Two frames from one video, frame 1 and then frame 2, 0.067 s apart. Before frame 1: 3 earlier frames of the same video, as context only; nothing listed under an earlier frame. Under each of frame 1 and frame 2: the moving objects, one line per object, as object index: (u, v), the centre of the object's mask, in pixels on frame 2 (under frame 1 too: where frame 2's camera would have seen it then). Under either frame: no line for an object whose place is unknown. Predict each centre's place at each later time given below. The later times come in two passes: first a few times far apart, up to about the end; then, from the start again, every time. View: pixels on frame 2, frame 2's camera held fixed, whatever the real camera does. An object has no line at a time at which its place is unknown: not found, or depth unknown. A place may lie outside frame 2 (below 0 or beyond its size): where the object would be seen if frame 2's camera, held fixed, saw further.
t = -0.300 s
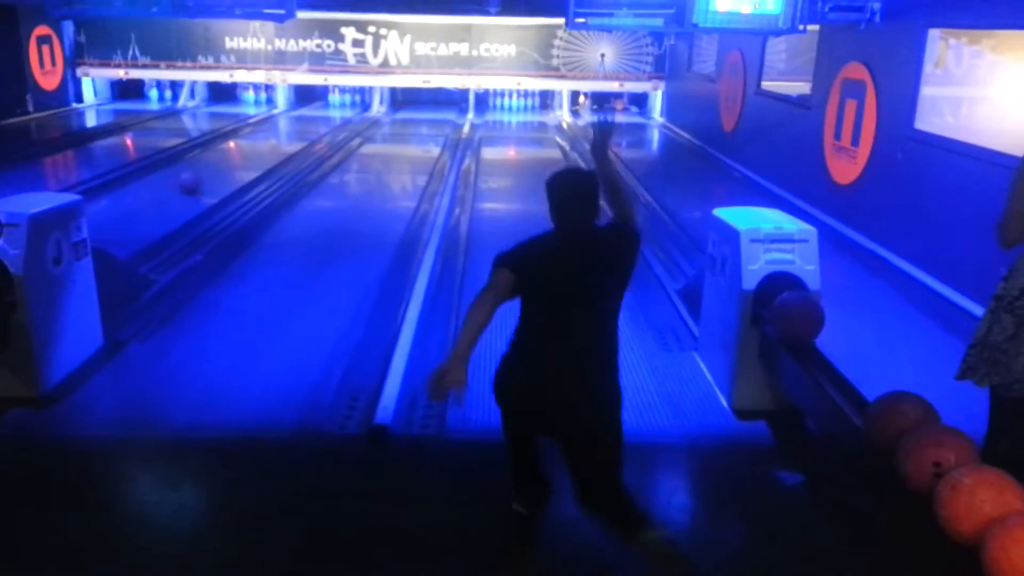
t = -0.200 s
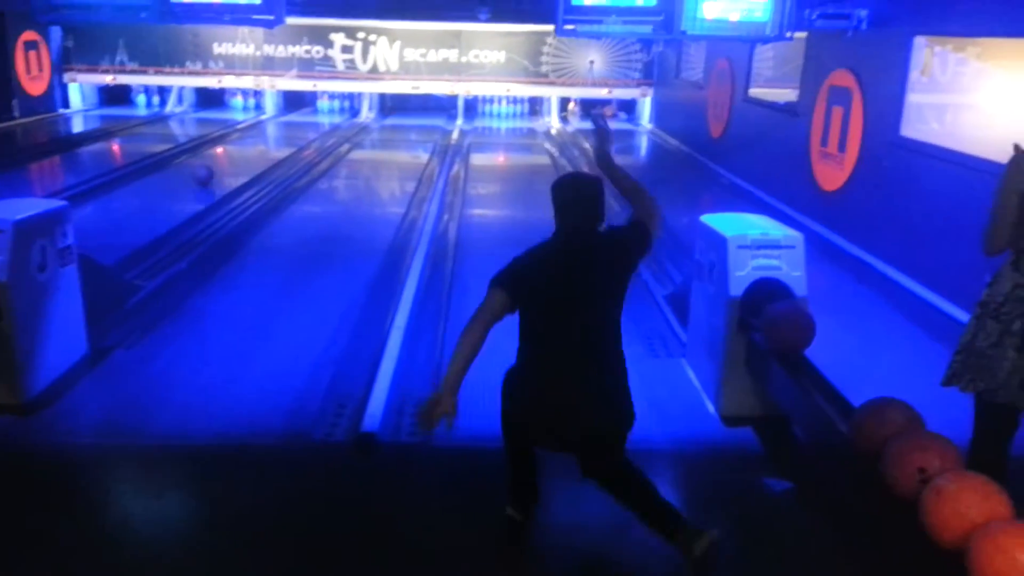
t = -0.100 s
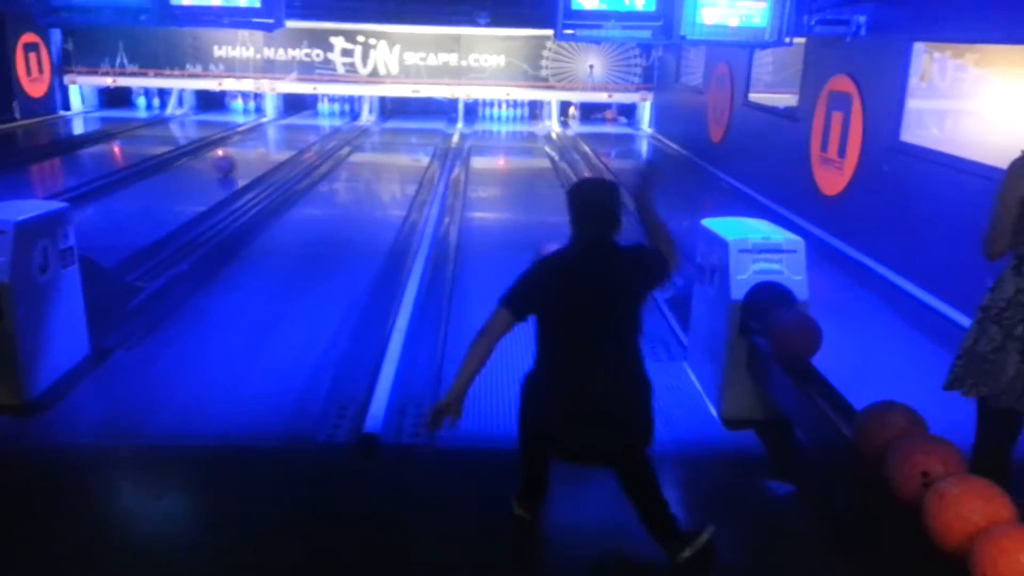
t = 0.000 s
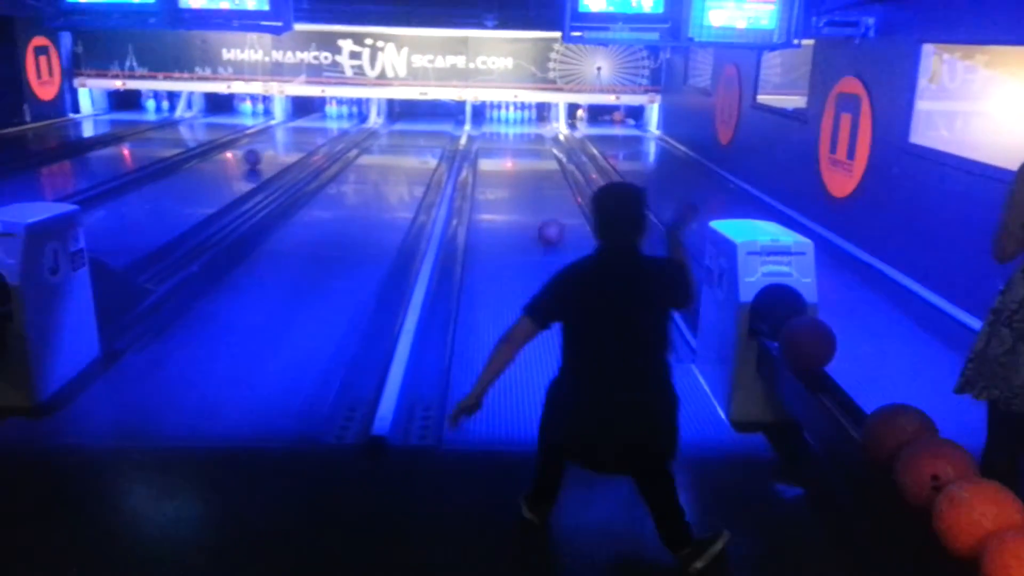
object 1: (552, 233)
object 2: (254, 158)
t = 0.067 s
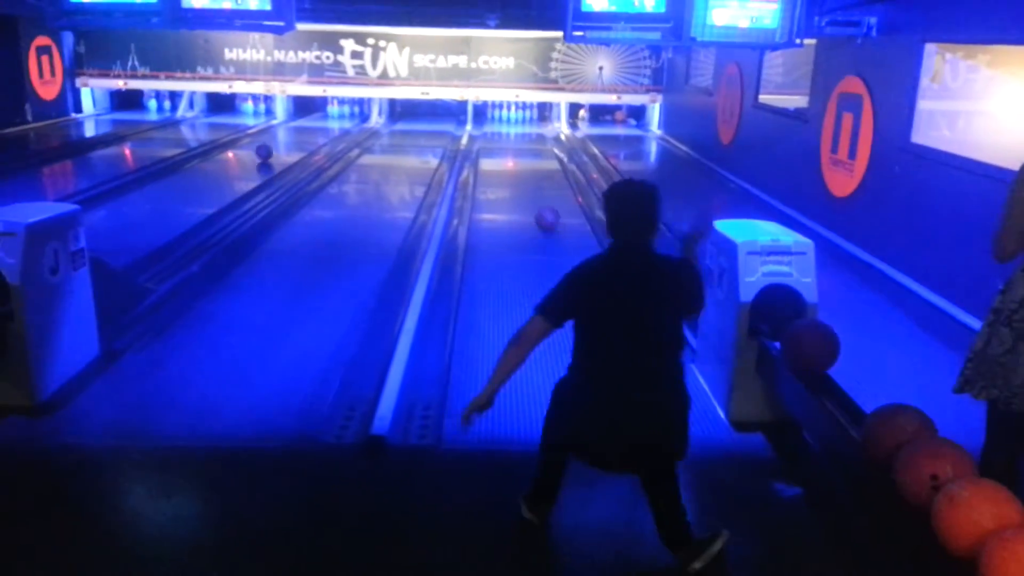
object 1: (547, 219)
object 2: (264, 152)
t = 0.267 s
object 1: (538, 189)
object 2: (291, 138)
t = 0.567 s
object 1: (528, 158)
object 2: (318, 124)
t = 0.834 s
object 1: (523, 141)
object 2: (335, 114)
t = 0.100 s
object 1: (546, 215)
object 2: (269, 149)
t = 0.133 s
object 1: (544, 209)
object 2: (273, 147)
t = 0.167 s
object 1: (542, 202)
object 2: (278, 145)
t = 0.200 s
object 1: (541, 198)
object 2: (282, 143)
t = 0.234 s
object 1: (540, 193)
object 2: (287, 140)
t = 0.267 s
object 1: (538, 189)
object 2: (291, 138)
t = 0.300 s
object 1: (537, 185)
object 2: (295, 138)
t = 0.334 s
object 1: (535, 181)
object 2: (297, 136)
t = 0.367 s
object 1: (534, 177)
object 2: (301, 133)
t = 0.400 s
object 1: (533, 173)
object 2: (303, 132)
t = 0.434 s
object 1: (531, 170)
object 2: (307, 130)
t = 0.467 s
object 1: (530, 167)
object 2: (309, 129)
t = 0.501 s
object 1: (530, 164)
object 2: (312, 127)
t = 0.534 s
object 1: (529, 161)
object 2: (315, 125)
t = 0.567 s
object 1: (528, 158)
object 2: (318, 124)
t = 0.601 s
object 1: (528, 156)
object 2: (321, 122)
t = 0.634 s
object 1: (527, 154)
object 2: (323, 121)
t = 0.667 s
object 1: (526, 151)
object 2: (325, 119)
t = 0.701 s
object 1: (525, 149)
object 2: (328, 117)
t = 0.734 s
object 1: (524, 147)
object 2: (330, 116)
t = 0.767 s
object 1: (524, 145)
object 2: (331, 116)
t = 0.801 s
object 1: (523, 143)
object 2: (333, 115)
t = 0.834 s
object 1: (523, 141)
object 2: (335, 114)
